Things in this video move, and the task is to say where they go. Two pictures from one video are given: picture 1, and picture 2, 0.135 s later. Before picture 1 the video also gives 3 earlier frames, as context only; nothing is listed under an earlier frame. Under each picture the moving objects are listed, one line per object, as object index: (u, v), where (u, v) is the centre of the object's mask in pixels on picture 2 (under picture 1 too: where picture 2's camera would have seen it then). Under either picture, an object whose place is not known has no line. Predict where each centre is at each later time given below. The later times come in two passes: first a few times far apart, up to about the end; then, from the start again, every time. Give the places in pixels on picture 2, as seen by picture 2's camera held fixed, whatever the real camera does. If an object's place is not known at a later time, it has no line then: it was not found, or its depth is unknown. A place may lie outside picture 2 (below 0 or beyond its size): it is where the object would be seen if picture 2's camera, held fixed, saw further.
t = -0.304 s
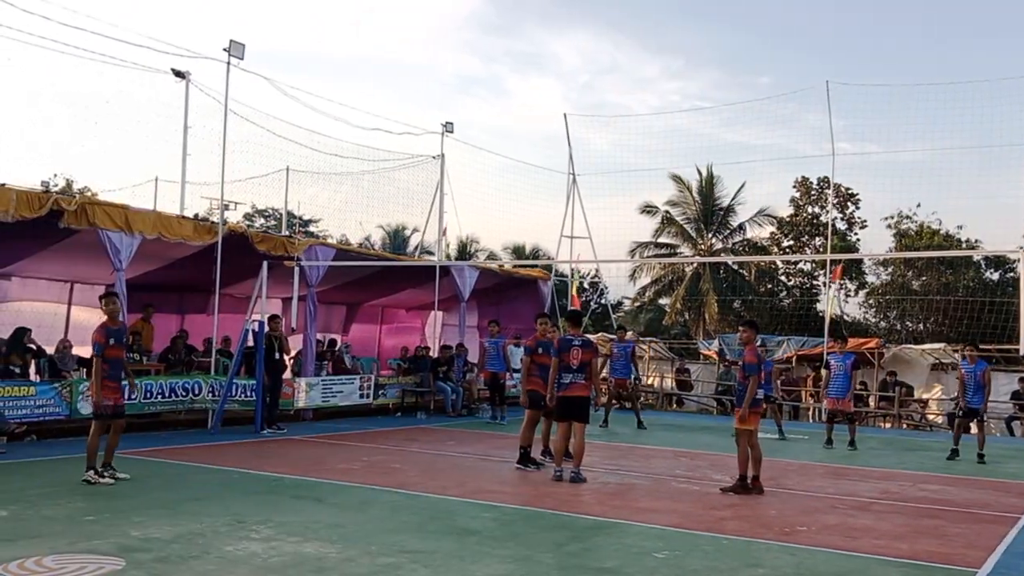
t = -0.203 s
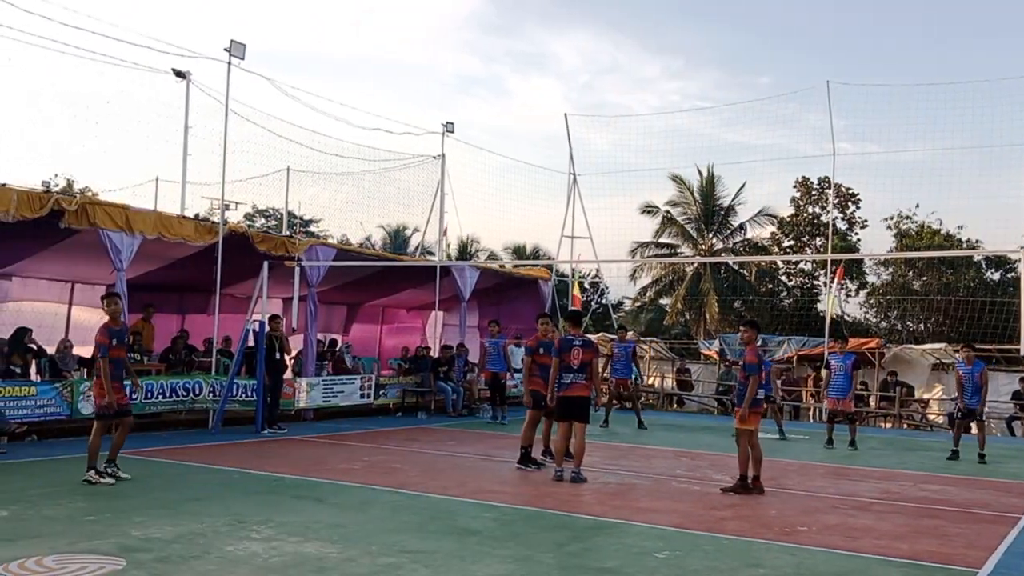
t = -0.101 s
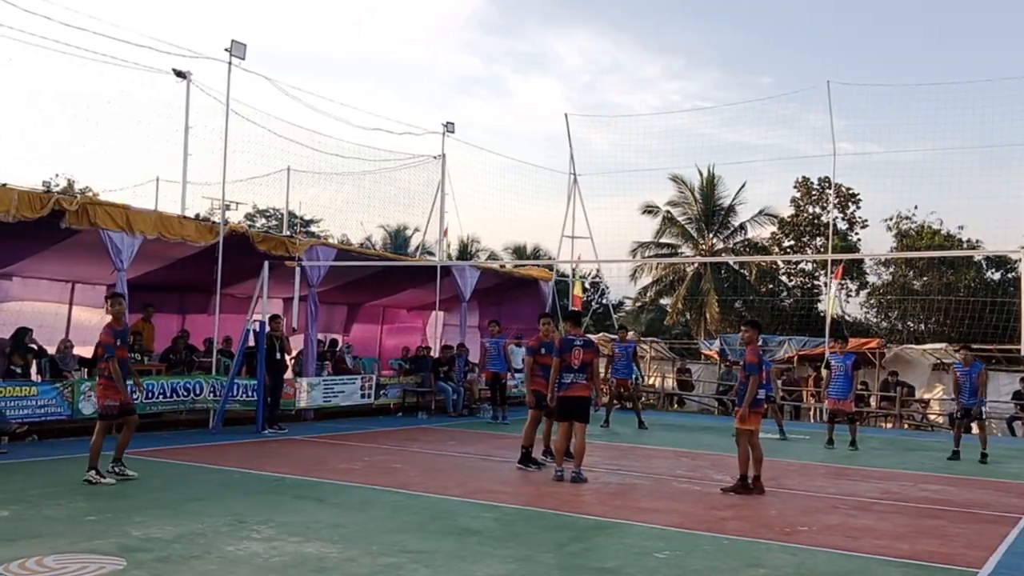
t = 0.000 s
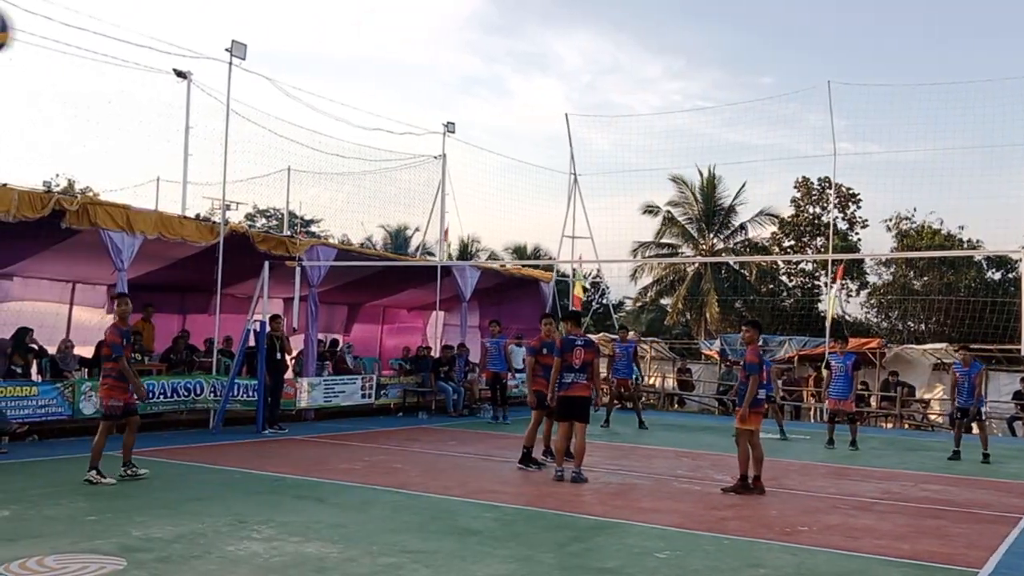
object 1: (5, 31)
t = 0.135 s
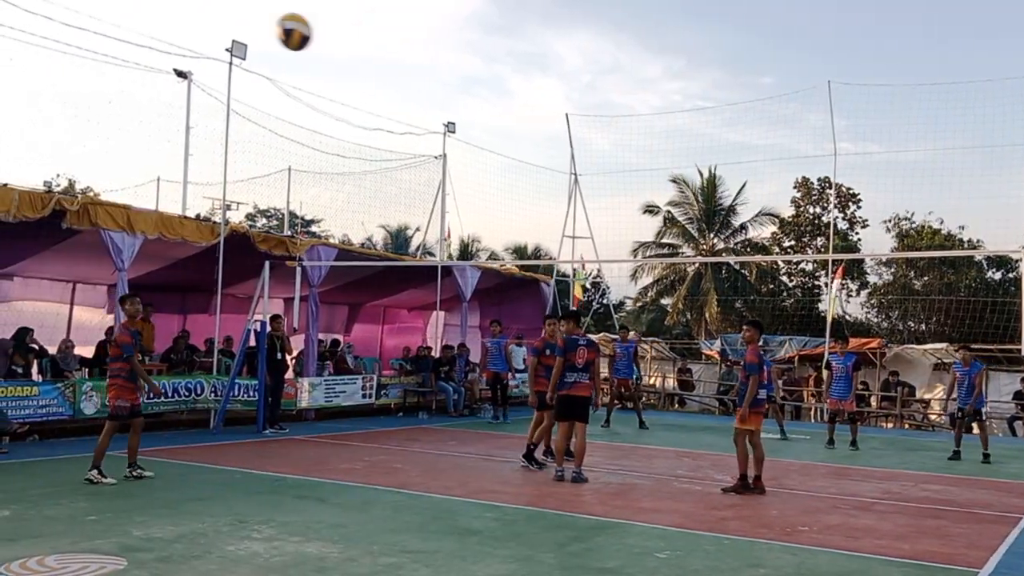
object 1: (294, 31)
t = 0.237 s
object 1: (424, 49)
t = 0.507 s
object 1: (612, 123)
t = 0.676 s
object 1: (677, 178)
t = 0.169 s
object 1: (344, 36)
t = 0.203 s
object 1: (386, 42)
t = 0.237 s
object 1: (424, 49)
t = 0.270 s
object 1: (457, 56)
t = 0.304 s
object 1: (486, 65)
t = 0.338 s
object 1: (512, 74)
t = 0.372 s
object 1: (536, 82)
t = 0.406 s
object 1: (557, 92)
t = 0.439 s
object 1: (577, 102)
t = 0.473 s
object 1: (595, 113)
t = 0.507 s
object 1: (612, 123)
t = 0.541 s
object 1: (627, 134)
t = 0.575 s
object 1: (641, 145)
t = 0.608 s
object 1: (654, 156)
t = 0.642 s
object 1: (666, 167)
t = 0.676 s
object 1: (677, 178)
